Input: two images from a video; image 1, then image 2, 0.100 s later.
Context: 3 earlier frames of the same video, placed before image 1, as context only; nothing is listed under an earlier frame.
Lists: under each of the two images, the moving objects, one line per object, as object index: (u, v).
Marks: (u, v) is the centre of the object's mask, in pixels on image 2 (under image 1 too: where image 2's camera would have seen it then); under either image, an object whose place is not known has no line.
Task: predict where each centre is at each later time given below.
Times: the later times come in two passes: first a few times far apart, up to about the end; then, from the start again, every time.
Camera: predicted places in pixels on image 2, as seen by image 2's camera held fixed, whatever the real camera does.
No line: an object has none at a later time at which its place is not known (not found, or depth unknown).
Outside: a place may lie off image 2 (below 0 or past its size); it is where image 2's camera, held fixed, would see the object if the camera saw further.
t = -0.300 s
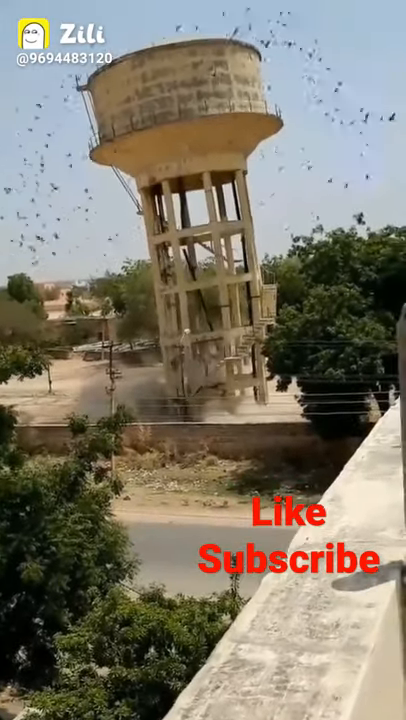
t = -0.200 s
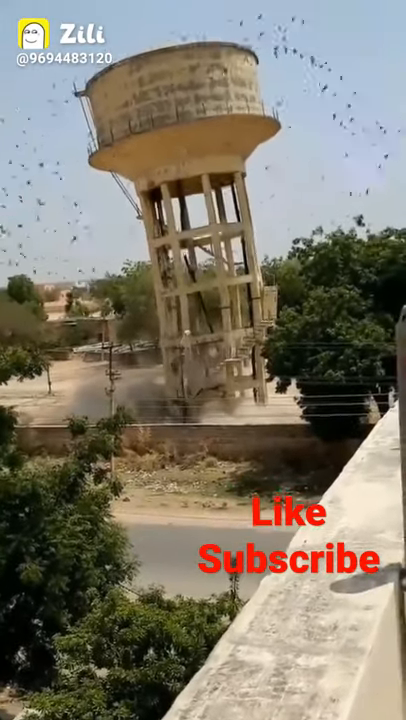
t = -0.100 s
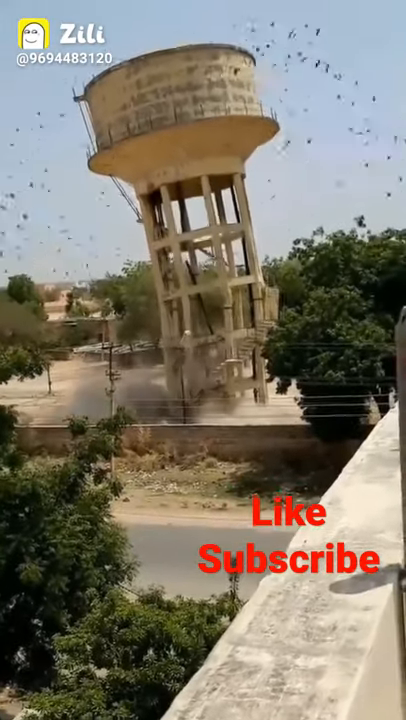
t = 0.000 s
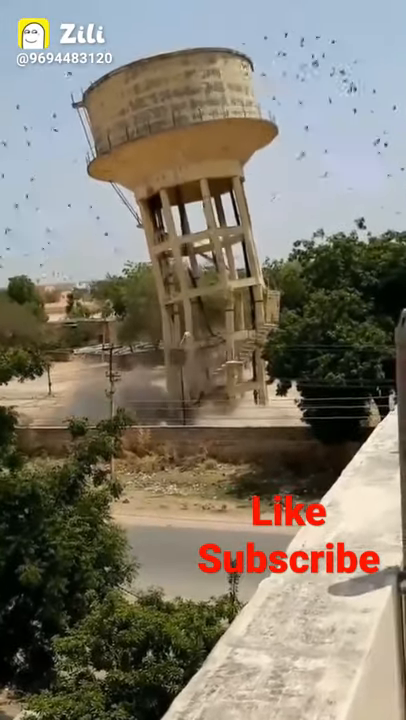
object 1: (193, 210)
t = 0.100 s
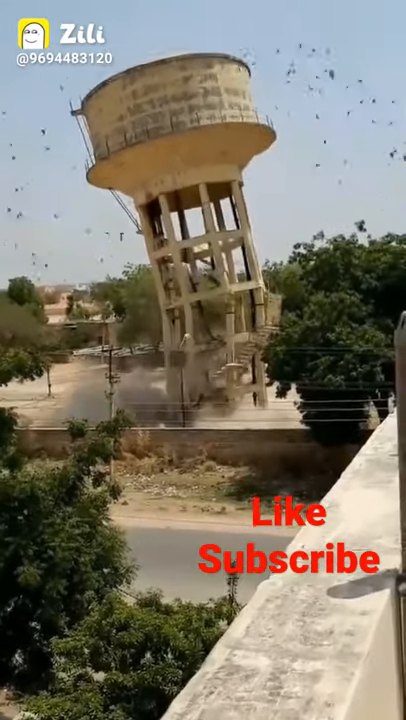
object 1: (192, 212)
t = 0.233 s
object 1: (190, 216)
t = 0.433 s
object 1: (186, 223)
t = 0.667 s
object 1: (182, 232)
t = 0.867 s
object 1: (178, 241)
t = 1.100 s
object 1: (167, 243)
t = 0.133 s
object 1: (191, 212)
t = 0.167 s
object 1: (190, 213)
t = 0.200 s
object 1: (190, 214)
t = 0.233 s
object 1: (190, 216)
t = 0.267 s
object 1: (189, 217)
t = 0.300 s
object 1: (189, 218)
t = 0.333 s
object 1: (188, 219)
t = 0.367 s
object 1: (187, 219)
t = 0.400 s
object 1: (187, 221)
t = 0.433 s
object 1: (186, 223)
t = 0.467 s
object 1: (185, 224)
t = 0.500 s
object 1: (185, 224)
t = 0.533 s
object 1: (185, 225)
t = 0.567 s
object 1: (184, 225)
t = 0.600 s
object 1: (183, 228)
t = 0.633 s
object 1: (183, 230)
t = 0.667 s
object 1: (182, 232)
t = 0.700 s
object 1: (182, 233)
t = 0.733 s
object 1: (181, 235)
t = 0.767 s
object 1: (181, 236)
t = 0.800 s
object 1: (180, 238)
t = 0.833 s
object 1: (179, 239)
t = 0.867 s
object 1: (178, 241)
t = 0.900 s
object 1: (173, 227)
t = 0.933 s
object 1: (171, 228)
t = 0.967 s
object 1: (170, 230)
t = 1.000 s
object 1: (169, 234)
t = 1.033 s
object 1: (168, 236)
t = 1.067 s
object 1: (167, 239)
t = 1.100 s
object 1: (167, 243)
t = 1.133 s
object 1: (165, 244)
